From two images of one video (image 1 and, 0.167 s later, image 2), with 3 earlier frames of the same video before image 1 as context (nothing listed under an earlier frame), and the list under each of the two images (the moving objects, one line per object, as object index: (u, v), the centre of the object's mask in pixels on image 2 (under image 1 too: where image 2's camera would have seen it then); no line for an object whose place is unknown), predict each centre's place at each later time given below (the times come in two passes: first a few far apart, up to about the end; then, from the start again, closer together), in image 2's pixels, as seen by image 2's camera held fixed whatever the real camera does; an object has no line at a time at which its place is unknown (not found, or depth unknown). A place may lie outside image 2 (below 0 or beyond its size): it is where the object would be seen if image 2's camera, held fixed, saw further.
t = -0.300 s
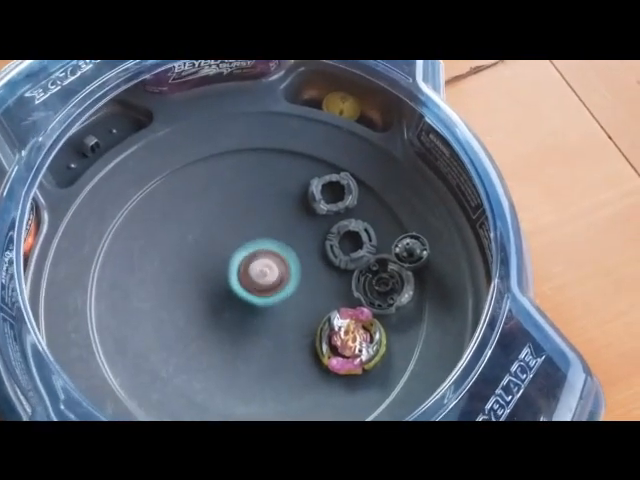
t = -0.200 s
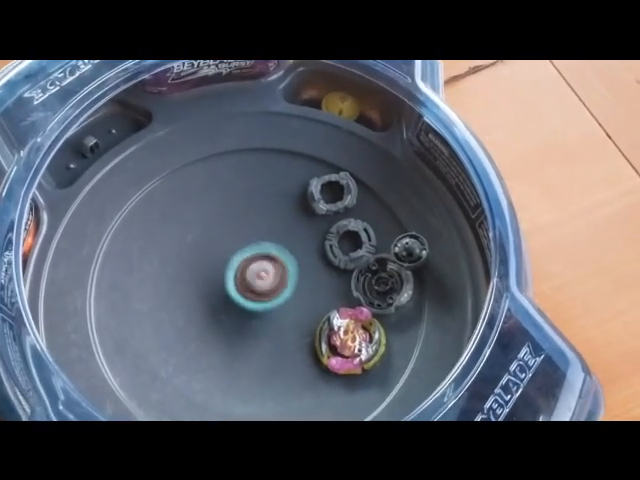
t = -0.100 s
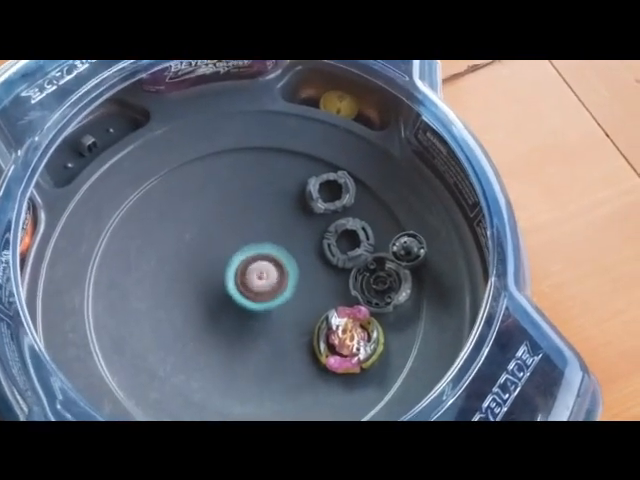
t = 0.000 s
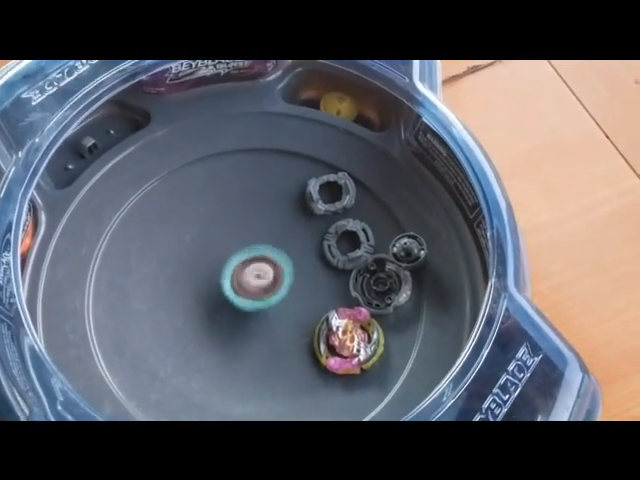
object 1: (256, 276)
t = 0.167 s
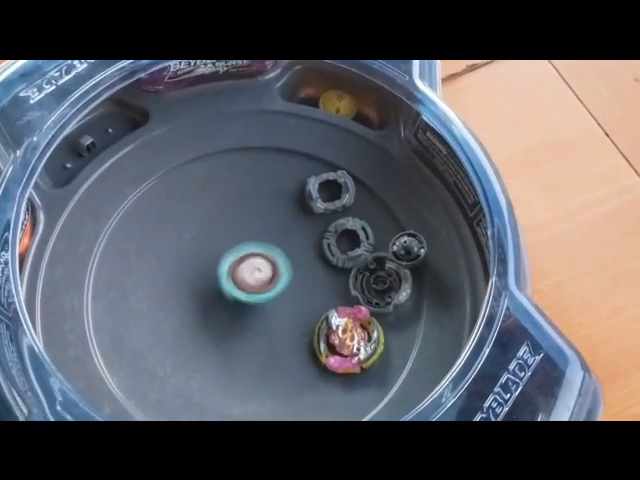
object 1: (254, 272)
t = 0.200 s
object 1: (258, 273)
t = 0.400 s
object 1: (256, 273)
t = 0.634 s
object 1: (263, 270)
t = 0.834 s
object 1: (264, 274)
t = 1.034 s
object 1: (258, 279)
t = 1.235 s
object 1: (254, 277)
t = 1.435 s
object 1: (257, 273)
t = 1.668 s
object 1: (260, 277)
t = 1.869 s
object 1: (257, 280)
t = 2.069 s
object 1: (253, 277)
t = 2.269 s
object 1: (258, 272)
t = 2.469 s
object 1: (260, 273)
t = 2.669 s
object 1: (262, 277)
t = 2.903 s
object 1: (257, 274)
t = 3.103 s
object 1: (258, 270)
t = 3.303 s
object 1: (257, 273)
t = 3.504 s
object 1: (257, 277)
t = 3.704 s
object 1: (257, 280)
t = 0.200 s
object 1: (258, 273)
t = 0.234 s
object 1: (256, 276)
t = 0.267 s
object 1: (253, 275)
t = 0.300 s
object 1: (254, 272)
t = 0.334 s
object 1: (255, 270)
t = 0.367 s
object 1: (258, 271)
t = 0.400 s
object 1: (256, 273)
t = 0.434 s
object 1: (253, 271)
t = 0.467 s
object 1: (257, 268)
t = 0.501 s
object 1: (258, 270)
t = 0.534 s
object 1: (258, 270)
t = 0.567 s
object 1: (259, 271)
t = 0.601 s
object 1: (259, 270)
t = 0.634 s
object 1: (263, 270)
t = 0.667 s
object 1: (263, 274)
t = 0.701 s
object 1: (260, 274)
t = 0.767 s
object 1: (262, 272)
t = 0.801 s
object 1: (262, 274)
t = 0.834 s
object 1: (264, 274)
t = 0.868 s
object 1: (264, 278)
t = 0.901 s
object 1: (259, 279)
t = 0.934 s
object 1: (259, 275)
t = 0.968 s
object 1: (262, 275)
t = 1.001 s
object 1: (261, 277)
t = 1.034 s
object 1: (258, 279)
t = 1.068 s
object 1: (254, 279)
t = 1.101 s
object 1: (255, 276)
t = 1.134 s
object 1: (258, 276)
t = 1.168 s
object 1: (257, 280)
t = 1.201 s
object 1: (254, 279)
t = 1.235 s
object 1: (254, 277)
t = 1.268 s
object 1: (254, 275)
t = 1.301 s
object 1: (257, 274)
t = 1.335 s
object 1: (258, 276)
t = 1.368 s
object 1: (255, 277)
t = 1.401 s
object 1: (254, 274)
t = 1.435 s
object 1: (257, 273)
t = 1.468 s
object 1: (258, 273)
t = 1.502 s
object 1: (261, 276)
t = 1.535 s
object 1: (259, 278)
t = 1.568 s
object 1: (257, 277)
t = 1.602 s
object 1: (258, 274)
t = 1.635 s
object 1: (261, 275)
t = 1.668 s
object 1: (260, 277)
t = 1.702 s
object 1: (259, 278)
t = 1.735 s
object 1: (257, 279)
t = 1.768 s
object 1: (257, 277)
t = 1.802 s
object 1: (260, 277)
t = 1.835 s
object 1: (261, 280)
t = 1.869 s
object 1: (257, 280)
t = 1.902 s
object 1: (257, 278)
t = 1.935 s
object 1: (257, 278)
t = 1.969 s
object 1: (257, 278)
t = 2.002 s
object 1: (257, 279)
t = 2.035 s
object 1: (254, 280)
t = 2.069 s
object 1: (253, 277)
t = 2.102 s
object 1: (255, 274)
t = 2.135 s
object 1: (259, 276)
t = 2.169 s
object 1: (258, 278)
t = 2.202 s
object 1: (255, 277)
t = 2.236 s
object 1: (255, 274)
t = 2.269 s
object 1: (258, 272)
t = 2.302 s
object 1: (260, 274)
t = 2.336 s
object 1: (259, 276)
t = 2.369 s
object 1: (256, 275)
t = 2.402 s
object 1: (256, 272)
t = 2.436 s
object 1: (260, 272)
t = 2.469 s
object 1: (260, 273)
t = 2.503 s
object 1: (260, 274)
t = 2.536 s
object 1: (259, 274)
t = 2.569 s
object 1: (259, 272)
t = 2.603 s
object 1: (261, 271)
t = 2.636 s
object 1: (263, 274)
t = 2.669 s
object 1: (262, 277)
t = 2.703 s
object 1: (259, 276)
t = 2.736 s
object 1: (259, 274)
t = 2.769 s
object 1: (261, 274)
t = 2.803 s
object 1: (262, 276)
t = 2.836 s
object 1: (261, 278)
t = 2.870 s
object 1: (258, 277)
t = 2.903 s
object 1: (257, 274)
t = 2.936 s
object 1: (260, 273)
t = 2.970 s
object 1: (263, 274)
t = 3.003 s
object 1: (262, 277)
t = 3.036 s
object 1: (259, 277)
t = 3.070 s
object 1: (257, 274)
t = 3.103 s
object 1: (258, 270)
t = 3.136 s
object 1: (263, 270)
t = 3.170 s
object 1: (265, 274)
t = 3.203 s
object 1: (264, 277)
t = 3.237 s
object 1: (260, 278)
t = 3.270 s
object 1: (257, 276)
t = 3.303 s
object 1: (257, 273)
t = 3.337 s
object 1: (262, 270)
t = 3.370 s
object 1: (266, 272)
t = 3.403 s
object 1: (267, 277)
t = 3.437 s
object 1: (263, 280)
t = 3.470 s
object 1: (259, 279)
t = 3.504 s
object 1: (257, 277)
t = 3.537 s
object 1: (259, 274)
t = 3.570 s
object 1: (264, 274)
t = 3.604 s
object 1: (265, 279)
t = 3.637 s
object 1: (263, 282)
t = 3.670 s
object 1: (260, 282)
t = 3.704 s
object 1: (257, 280)
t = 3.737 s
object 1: (258, 278)
